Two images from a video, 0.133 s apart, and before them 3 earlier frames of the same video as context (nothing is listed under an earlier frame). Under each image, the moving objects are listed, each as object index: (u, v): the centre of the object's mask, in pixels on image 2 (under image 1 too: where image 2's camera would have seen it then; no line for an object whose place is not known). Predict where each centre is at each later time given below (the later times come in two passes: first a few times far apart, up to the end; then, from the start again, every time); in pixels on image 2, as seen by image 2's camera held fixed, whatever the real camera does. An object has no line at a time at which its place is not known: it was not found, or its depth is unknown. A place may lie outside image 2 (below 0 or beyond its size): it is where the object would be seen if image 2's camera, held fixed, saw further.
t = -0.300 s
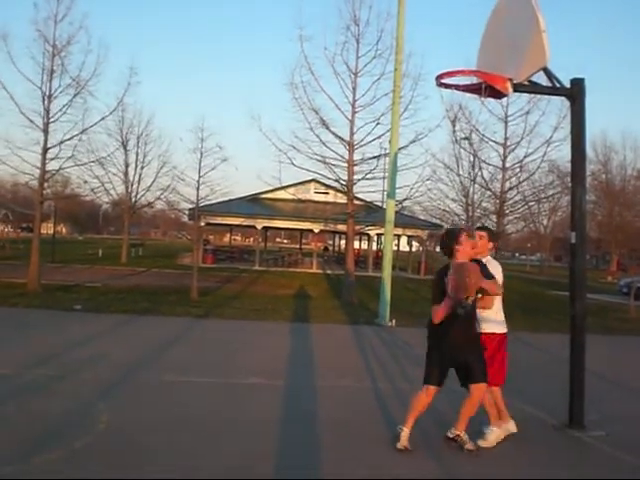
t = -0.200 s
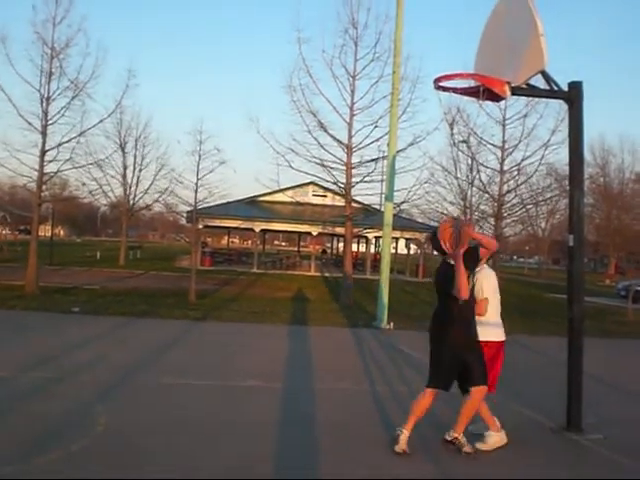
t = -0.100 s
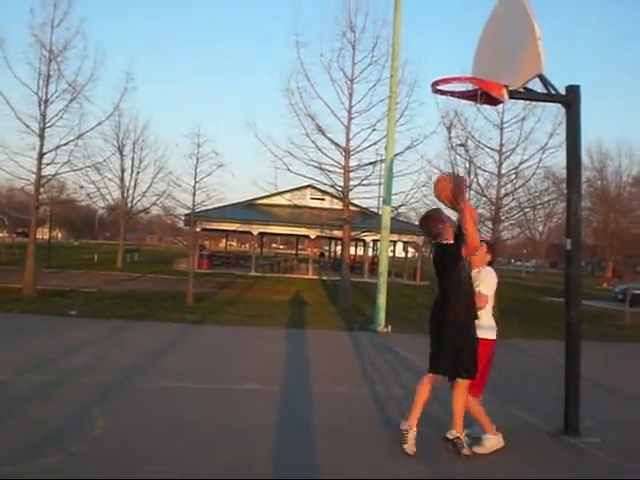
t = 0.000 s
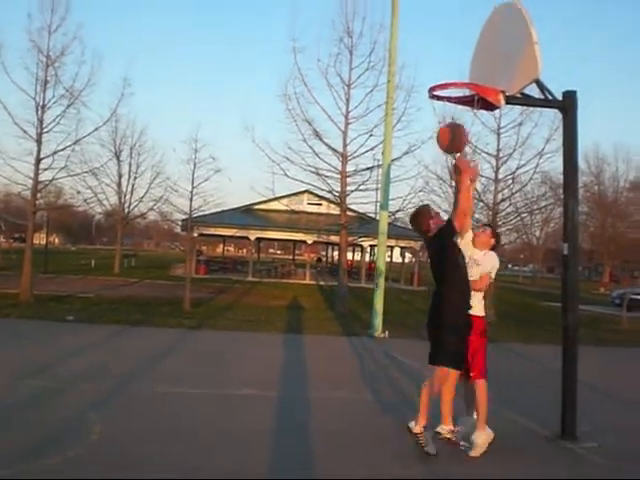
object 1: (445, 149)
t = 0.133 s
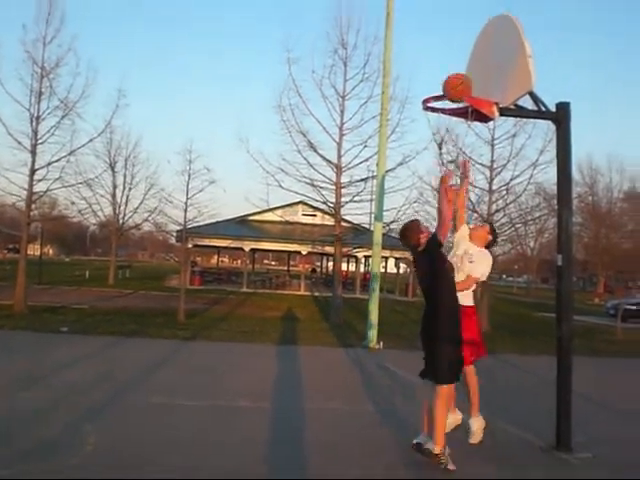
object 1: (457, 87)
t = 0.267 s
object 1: (467, 52)
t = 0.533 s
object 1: (478, 47)
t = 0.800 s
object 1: (443, 89)
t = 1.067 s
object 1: (417, 60)
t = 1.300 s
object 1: (392, 97)
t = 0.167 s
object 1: (460, 76)
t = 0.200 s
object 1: (463, 67)
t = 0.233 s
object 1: (464, 59)
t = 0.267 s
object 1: (467, 52)
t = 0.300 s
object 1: (469, 47)
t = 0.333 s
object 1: (472, 44)
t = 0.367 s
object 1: (474, 41)
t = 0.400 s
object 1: (476, 40)
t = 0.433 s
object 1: (477, 40)
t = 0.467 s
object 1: (478, 41)
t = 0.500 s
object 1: (481, 44)
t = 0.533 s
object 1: (478, 47)
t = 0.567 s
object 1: (473, 49)
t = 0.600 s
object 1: (468, 54)
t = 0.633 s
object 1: (464, 60)
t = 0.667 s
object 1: (460, 67)
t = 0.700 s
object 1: (454, 75)
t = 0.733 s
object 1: (450, 82)
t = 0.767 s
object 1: (445, 93)
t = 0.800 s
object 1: (443, 89)
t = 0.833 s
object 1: (440, 81)
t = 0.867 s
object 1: (436, 75)
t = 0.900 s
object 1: (433, 70)
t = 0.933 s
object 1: (430, 65)
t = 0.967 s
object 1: (427, 62)
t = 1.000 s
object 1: (423, 61)
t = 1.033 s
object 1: (420, 60)
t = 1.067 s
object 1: (417, 60)
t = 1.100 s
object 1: (413, 62)
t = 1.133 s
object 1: (410, 65)
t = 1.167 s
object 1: (406, 69)
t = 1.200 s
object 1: (403, 74)
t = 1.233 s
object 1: (399, 80)
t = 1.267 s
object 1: (396, 88)
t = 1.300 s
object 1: (392, 97)
